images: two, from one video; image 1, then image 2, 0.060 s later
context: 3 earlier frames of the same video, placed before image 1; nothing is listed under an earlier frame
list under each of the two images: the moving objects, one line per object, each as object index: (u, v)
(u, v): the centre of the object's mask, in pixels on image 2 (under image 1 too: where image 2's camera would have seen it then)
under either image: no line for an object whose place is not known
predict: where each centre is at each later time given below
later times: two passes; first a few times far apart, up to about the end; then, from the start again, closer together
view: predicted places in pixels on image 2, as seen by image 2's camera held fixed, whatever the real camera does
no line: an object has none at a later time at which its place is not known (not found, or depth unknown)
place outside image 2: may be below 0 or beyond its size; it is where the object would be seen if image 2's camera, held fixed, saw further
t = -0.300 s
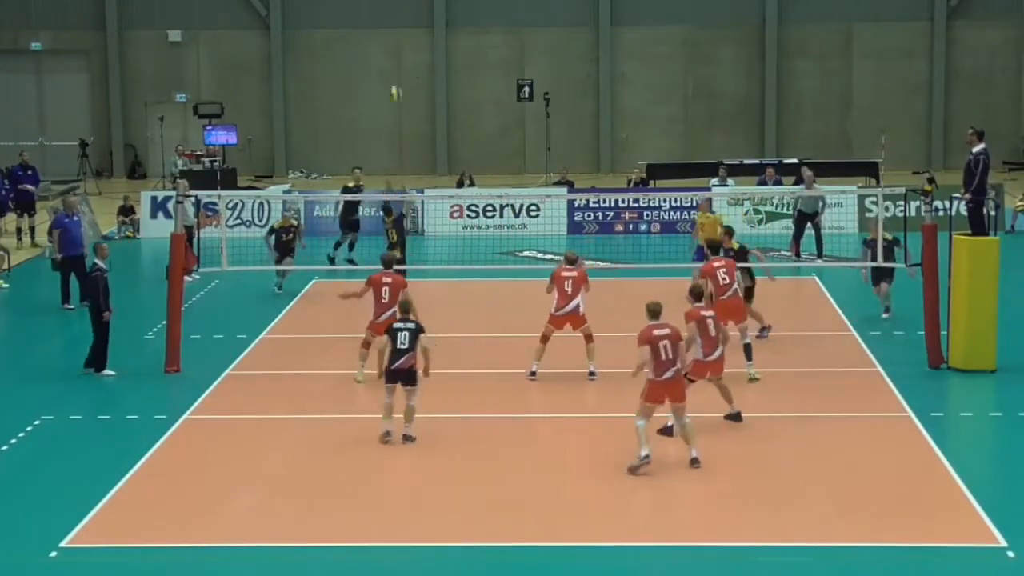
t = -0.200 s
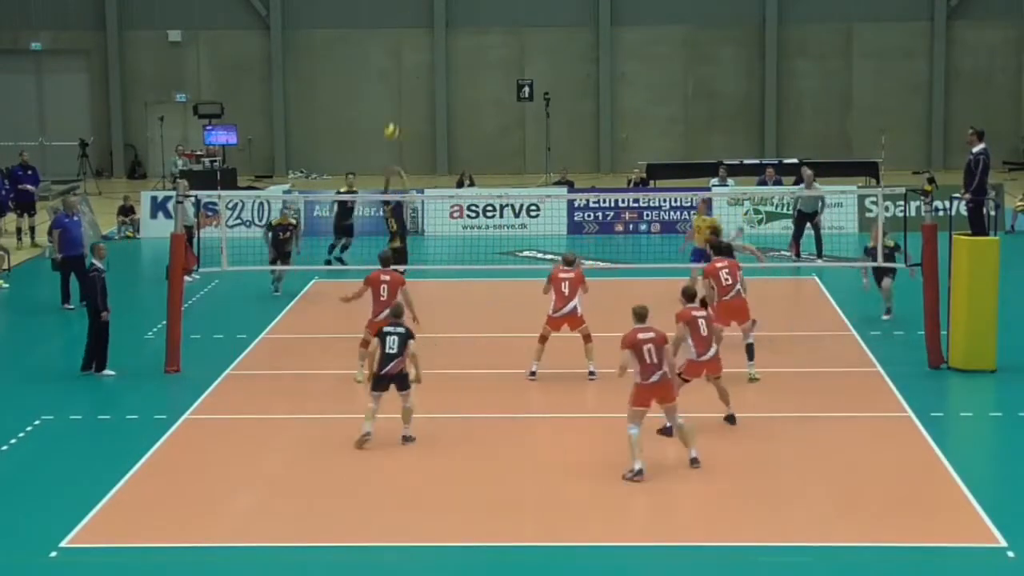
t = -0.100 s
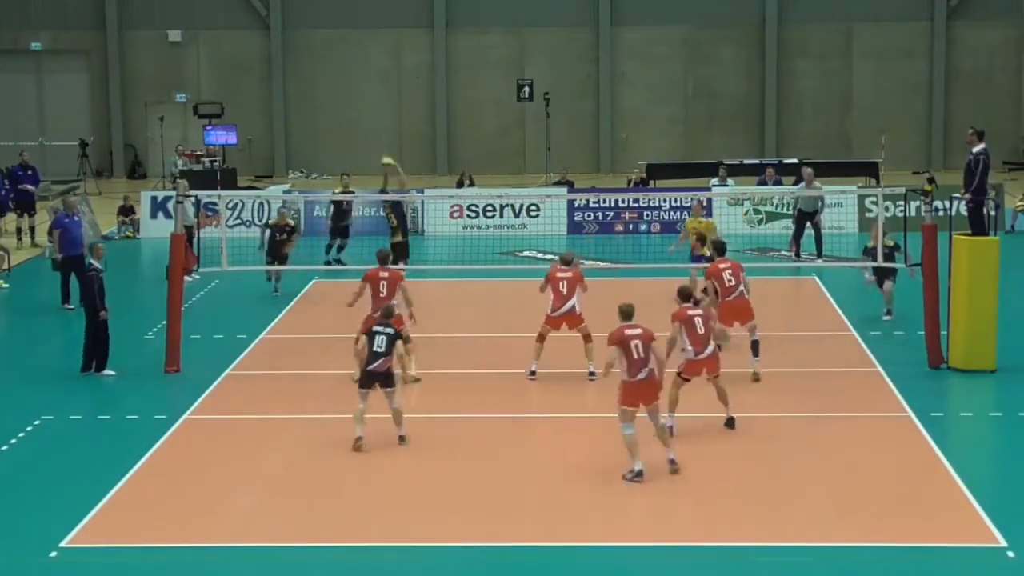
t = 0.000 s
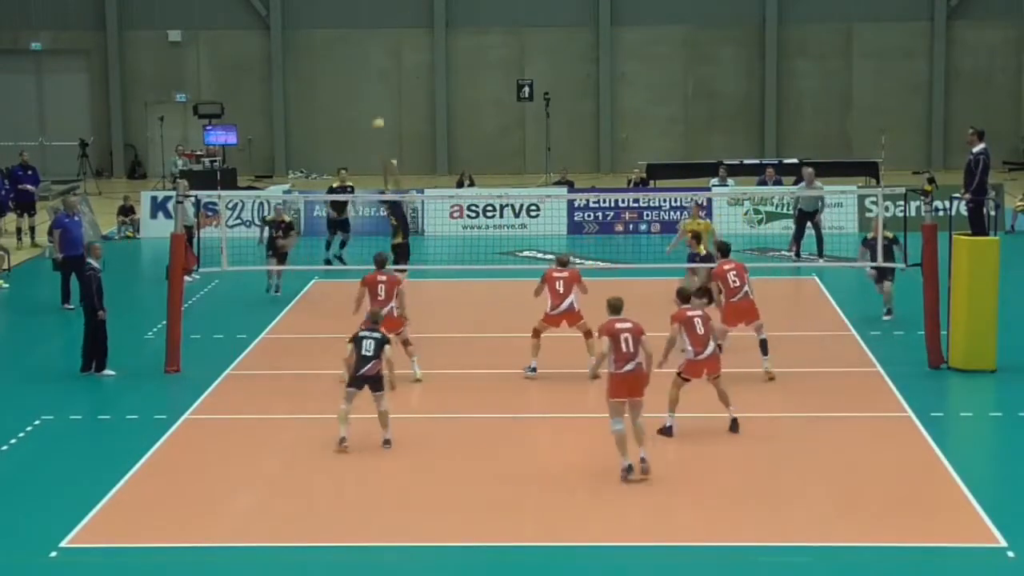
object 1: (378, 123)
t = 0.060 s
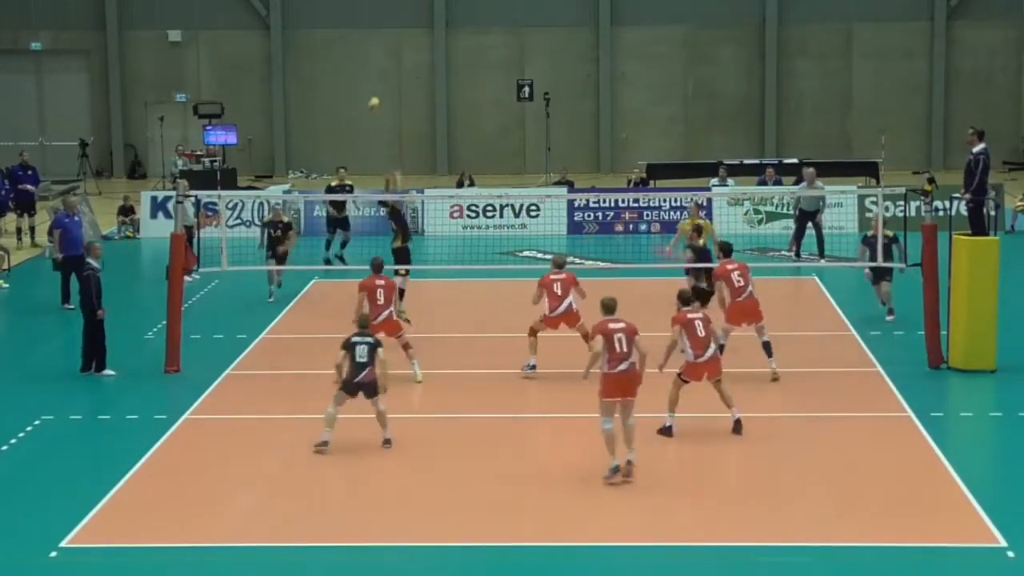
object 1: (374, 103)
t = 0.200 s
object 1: (364, 66)
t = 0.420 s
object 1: (349, 32)
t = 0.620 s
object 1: (334, 30)
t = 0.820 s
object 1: (323, 53)
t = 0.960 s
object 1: (315, 84)
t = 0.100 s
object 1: (371, 92)
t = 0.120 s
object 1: (370, 86)
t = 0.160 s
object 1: (366, 76)
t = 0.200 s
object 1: (364, 66)
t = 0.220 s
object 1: (362, 62)
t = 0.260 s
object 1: (360, 53)
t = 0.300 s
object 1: (356, 46)
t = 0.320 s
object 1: (355, 43)
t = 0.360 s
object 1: (352, 38)
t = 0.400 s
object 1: (350, 34)
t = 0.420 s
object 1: (349, 32)
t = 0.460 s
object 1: (345, 29)
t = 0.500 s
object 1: (342, 28)
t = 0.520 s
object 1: (341, 28)
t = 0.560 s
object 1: (339, 28)
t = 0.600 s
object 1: (336, 29)
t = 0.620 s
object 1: (334, 30)
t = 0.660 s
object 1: (332, 32)
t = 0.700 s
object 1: (329, 36)
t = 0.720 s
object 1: (327, 38)
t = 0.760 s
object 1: (326, 44)
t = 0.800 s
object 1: (324, 50)
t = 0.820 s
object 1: (323, 53)
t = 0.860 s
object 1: (320, 61)
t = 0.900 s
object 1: (318, 69)
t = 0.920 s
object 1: (317, 74)
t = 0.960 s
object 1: (315, 84)
